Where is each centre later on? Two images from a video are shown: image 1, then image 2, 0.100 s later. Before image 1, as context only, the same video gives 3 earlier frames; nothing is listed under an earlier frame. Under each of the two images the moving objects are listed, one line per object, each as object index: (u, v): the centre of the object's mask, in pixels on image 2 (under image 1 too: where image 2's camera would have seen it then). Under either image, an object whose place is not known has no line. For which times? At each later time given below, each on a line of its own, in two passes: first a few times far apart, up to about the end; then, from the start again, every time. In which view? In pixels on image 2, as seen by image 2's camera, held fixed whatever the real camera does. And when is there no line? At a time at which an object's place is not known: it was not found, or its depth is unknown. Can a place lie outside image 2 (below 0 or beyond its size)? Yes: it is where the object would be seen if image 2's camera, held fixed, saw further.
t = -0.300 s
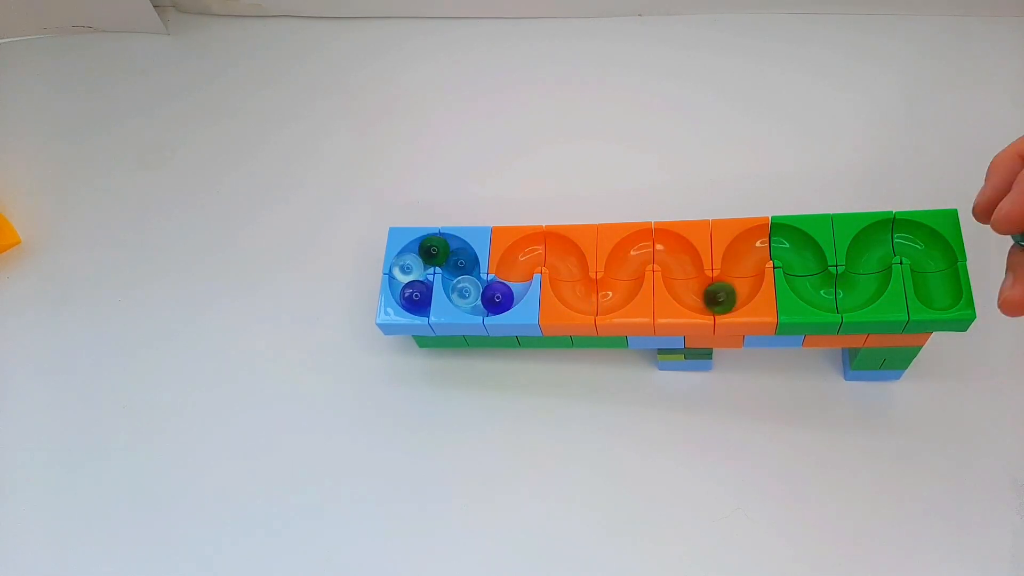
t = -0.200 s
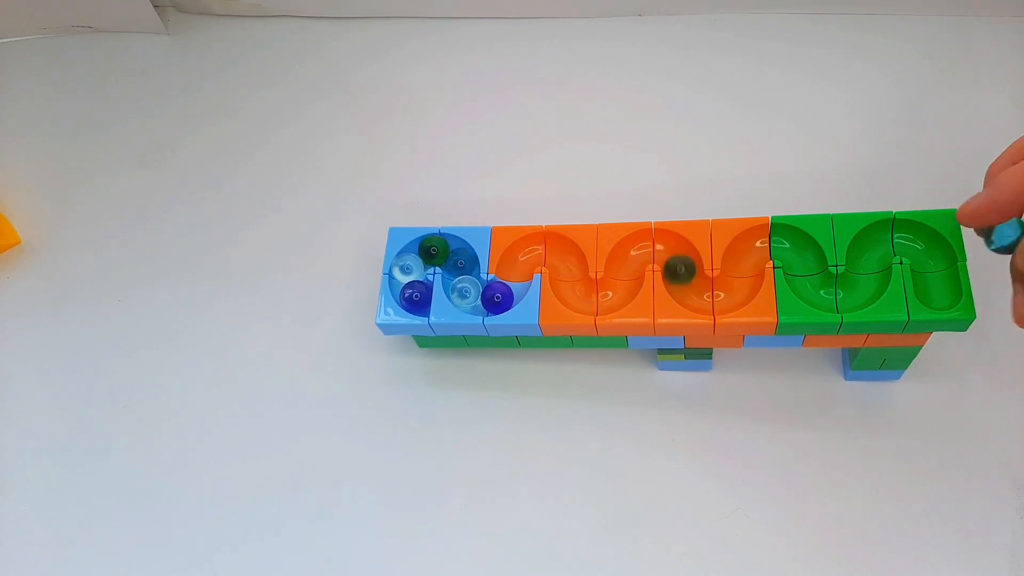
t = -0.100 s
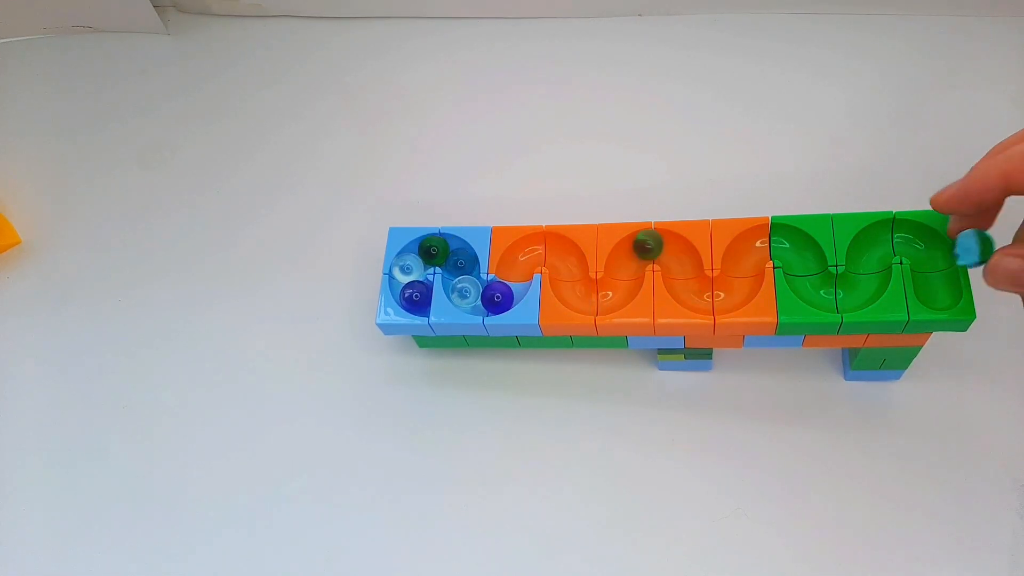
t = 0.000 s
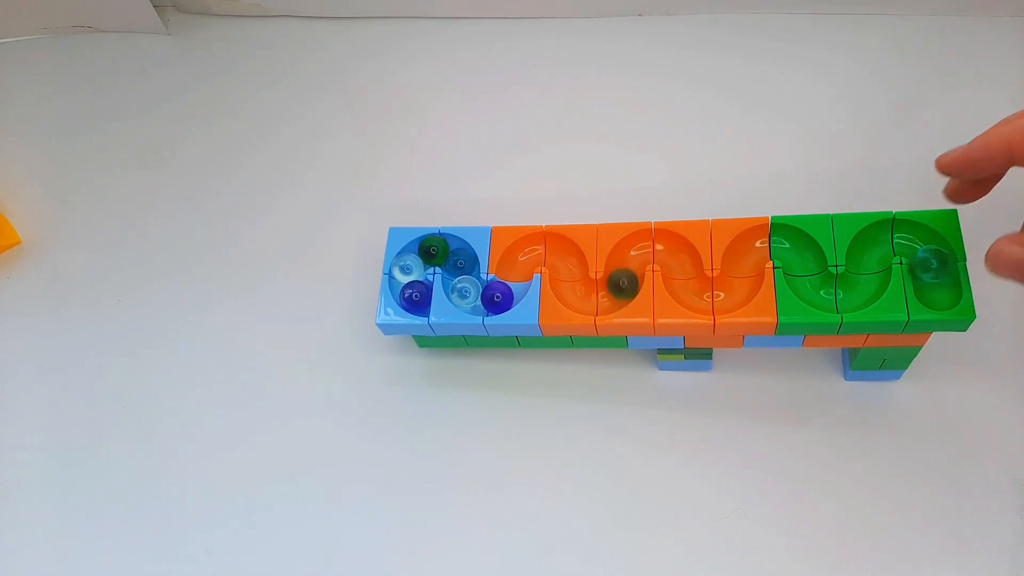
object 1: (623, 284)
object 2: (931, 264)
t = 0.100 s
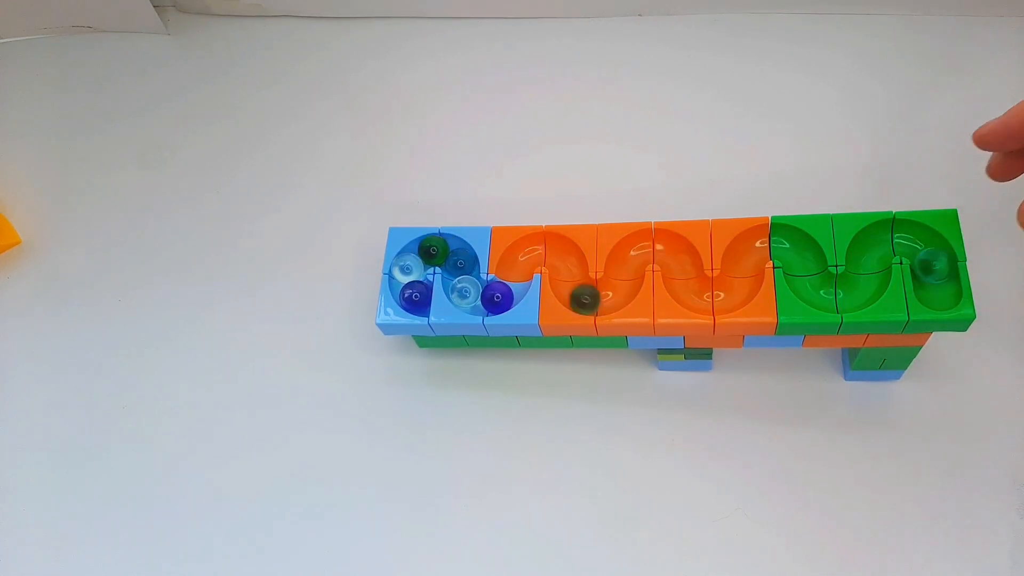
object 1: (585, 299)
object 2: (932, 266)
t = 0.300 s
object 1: (528, 253)
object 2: (904, 237)
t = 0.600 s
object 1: (516, 273)
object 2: (802, 273)
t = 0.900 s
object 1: (515, 274)
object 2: (710, 300)
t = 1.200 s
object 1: (515, 274)
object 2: (618, 292)
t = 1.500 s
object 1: (515, 278)
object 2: (534, 252)
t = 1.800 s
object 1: (515, 274)
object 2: (535, 250)
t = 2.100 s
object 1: (515, 274)
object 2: (535, 251)
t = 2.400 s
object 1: (515, 274)
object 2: (535, 251)
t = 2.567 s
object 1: (515, 274)
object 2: (535, 250)
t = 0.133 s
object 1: (571, 289)
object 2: (935, 263)
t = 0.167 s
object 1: (566, 275)
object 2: (929, 259)
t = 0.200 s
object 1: (568, 260)
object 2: (931, 254)
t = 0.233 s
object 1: (557, 254)
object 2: (924, 249)
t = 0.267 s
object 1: (542, 248)
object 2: (914, 243)
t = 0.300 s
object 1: (528, 253)
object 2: (904, 237)
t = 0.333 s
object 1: (514, 267)
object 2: (892, 238)
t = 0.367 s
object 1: (515, 272)
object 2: (878, 241)
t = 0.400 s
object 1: (516, 273)
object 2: (869, 251)
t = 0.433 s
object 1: (515, 272)
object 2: (865, 266)
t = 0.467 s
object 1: (515, 271)
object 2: (865, 282)
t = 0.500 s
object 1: (516, 271)
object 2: (854, 292)
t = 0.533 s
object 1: (515, 271)
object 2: (835, 296)
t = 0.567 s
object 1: (515, 272)
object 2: (816, 291)
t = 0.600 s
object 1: (516, 273)
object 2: (802, 273)
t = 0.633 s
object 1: (515, 274)
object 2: (803, 260)
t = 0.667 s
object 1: (515, 274)
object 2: (796, 248)
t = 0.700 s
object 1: (515, 274)
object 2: (778, 243)
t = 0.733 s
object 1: (515, 274)
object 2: (761, 243)
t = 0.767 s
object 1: (515, 274)
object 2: (745, 256)
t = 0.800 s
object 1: (515, 274)
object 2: (741, 270)
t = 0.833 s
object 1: (515, 274)
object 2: (741, 285)
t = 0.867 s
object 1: (515, 274)
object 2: (728, 295)
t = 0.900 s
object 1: (515, 274)
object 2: (710, 300)
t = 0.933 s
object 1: (515, 274)
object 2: (692, 292)
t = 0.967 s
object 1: (515, 274)
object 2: (681, 278)
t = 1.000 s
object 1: (515, 274)
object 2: (682, 262)
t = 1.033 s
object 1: (515, 274)
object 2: (672, 252)
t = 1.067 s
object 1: (515, 274)
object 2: (655, 245)
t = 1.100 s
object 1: (515, 274)
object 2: (637, 250)
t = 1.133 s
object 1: (515, 274)
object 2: (624, 264)
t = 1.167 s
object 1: (515, 274)
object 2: (623, 281)
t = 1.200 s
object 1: (515, 274)
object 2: (618, 292)
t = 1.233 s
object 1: (515, 274)
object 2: (604, 299)
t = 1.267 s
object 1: (515, 274)
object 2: (587, 299)
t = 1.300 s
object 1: (515, 274)
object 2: (572, 290)
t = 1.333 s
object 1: (515, 274)
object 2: (566, 275)
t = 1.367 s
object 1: (515, 274)
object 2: (567, 258)
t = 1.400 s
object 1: (515, 274)
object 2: (555, 252)
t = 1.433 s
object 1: (515, 274)
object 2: (538, 249)
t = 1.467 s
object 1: (514, 276)
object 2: (531, 249)
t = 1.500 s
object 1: (515, 278)
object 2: (534, 252)
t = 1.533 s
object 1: (515, 276)
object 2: (534, 250)
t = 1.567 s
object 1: (514, 274)
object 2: (534, 250)
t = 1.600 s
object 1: (516, 275)
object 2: (537, 251)
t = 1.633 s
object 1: (515, 274)
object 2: (537, 250)
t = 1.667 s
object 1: (515, 274)
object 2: (535, 250)
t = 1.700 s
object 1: (515, 275)
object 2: (535, 251)
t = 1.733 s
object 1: (515, 275)
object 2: (535, 250)
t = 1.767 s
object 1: (515, 275)
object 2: (535, 250)
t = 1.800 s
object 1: (515, 274)
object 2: (535, 250)
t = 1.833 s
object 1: (515, 274)
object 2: (535, 250)
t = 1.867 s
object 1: (515, 275)
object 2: (535, 250)
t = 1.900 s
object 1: (515, 274)
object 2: (535, 250)
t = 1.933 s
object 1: (515, 274)
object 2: (535, 250)
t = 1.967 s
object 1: (515, 274)
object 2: (535, 250)
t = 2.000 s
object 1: (515, 274)
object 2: (535, 250)
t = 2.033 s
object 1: (515, 274)
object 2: (535, 250)
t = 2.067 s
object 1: (515, 274)
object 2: (535, 250)
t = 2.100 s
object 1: (515, 274)
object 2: (535, 251)
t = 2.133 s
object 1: (515, 274)
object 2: (535, 251)
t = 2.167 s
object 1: (515, 274)
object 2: (535, 250)
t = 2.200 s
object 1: (515, 274)
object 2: (535, 251)
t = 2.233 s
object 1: (515, 274)
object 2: (535, 250)
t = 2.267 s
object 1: (515, 274)
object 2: (535, 250)
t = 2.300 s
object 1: (515, 274)
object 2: (535, 250)
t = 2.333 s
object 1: (515, 274)
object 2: (535, 251)
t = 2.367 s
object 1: (515, 274)
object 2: (535, 251)
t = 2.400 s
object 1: (515, 274)
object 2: (535, 251)
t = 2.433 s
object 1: (515, 274)
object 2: (535, 250)
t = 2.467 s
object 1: (515, 274)
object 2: (535, 251)
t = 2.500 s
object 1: (515, 274)
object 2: (535, 251)
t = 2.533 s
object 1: (515, 274)
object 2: (535, 250)
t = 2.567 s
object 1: (515, 274)
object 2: (535, 250)
